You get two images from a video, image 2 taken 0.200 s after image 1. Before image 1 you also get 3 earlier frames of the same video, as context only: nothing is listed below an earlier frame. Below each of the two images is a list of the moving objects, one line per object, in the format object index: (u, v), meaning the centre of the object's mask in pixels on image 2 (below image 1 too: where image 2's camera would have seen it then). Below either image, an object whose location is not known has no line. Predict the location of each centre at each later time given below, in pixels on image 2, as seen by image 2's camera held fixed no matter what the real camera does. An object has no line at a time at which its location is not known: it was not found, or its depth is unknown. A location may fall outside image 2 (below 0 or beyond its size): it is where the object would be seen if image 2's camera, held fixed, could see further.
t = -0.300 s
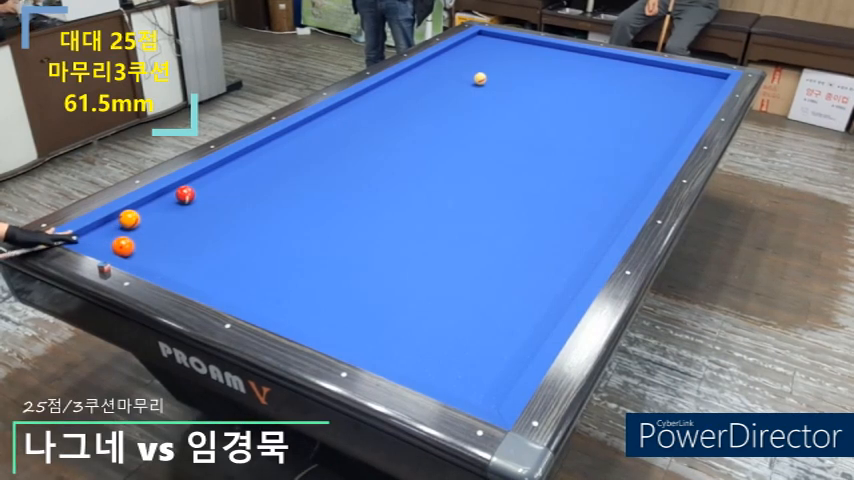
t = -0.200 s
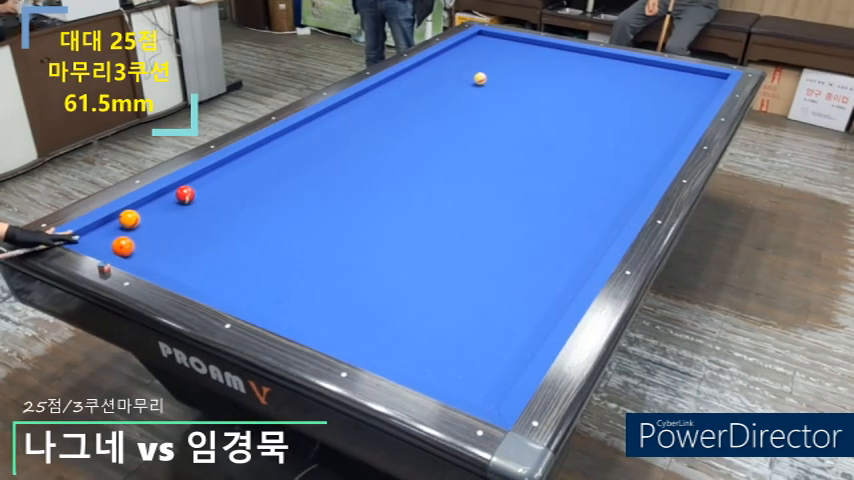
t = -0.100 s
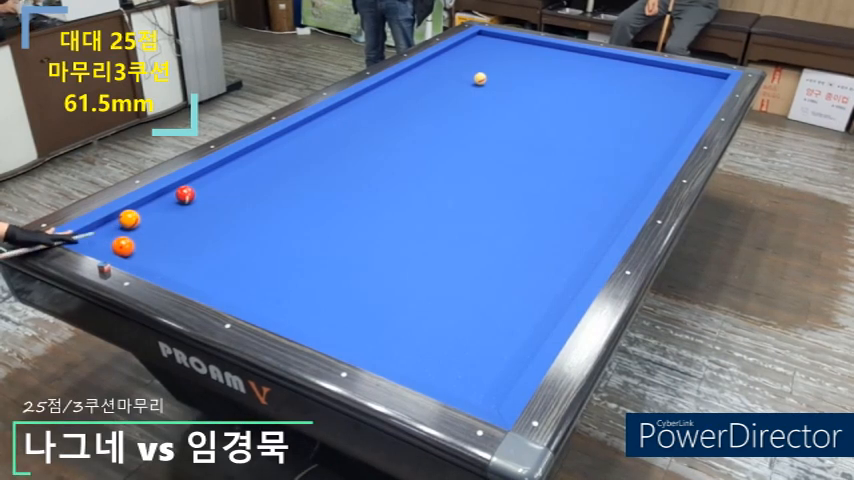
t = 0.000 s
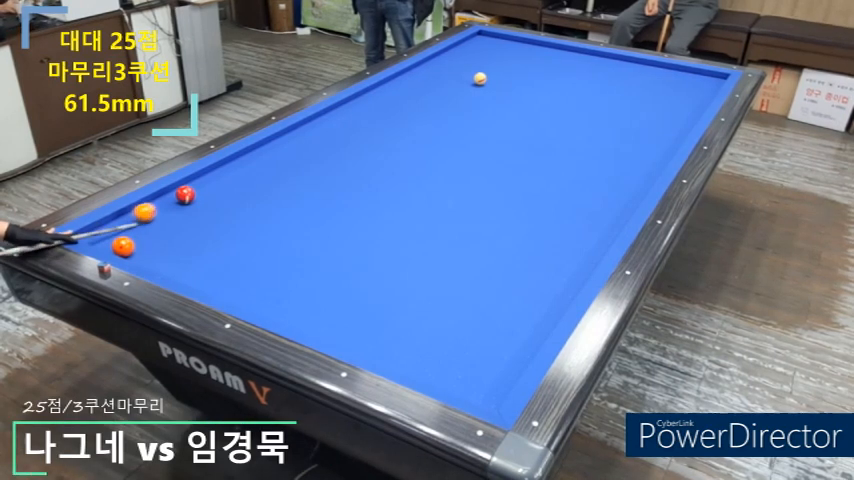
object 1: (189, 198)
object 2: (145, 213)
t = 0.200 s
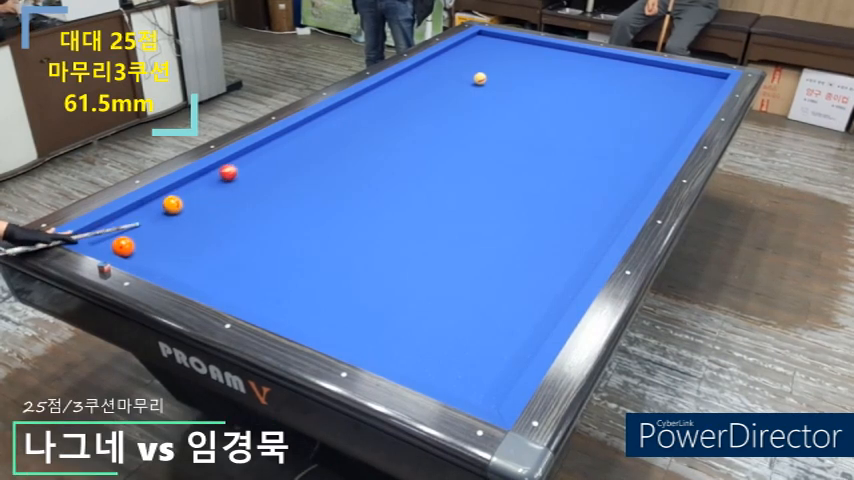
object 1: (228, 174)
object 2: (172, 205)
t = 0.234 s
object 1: (237, 169)
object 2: (171, 206)
